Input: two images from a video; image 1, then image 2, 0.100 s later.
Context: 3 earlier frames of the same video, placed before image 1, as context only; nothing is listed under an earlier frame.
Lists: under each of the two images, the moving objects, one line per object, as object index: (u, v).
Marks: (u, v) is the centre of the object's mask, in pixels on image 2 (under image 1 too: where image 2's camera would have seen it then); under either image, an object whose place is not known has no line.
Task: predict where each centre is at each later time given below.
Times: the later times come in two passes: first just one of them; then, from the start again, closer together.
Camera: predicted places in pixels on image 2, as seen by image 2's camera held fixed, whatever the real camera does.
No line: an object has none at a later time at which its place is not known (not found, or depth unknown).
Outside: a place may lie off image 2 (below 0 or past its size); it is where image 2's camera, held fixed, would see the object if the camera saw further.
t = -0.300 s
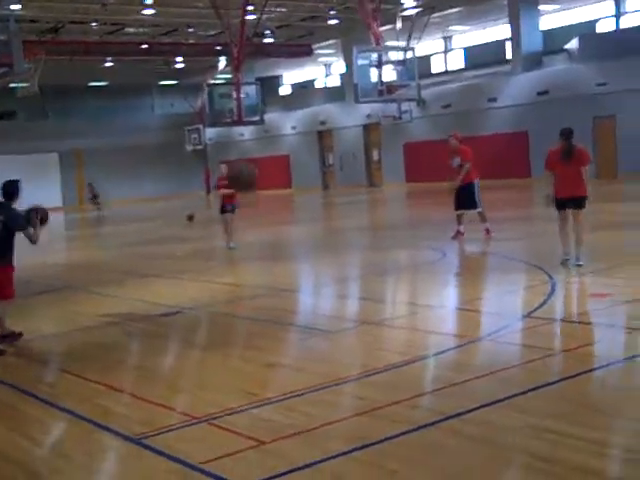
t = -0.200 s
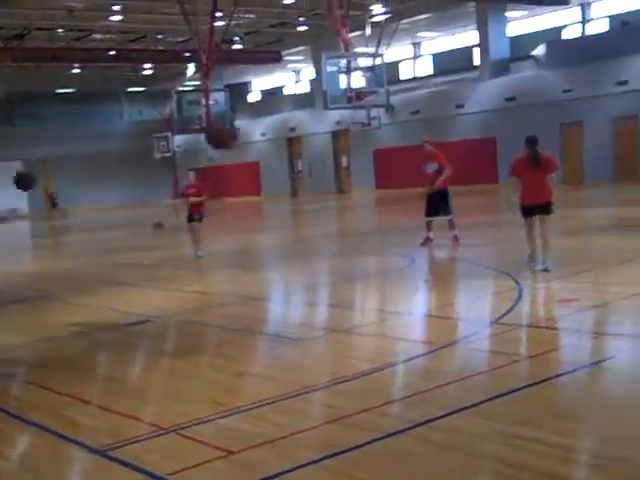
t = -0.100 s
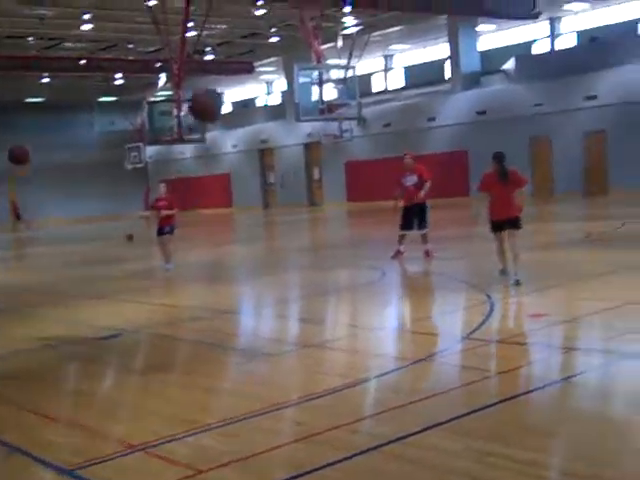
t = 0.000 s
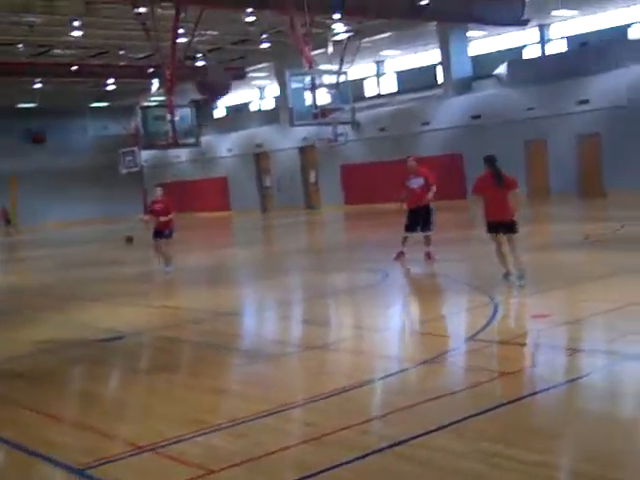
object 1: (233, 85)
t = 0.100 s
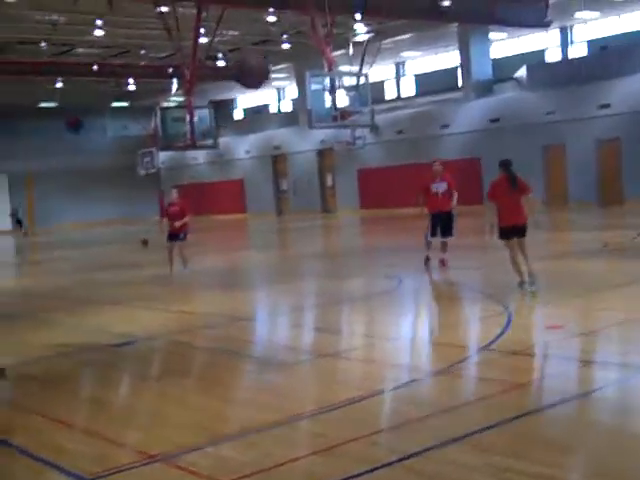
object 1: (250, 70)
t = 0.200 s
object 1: (274, 77)
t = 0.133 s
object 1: (255, 69)
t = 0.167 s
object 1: (265, 71)
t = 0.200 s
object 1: (274, 77)
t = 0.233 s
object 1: (278, 78)
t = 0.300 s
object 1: (296, 88)
